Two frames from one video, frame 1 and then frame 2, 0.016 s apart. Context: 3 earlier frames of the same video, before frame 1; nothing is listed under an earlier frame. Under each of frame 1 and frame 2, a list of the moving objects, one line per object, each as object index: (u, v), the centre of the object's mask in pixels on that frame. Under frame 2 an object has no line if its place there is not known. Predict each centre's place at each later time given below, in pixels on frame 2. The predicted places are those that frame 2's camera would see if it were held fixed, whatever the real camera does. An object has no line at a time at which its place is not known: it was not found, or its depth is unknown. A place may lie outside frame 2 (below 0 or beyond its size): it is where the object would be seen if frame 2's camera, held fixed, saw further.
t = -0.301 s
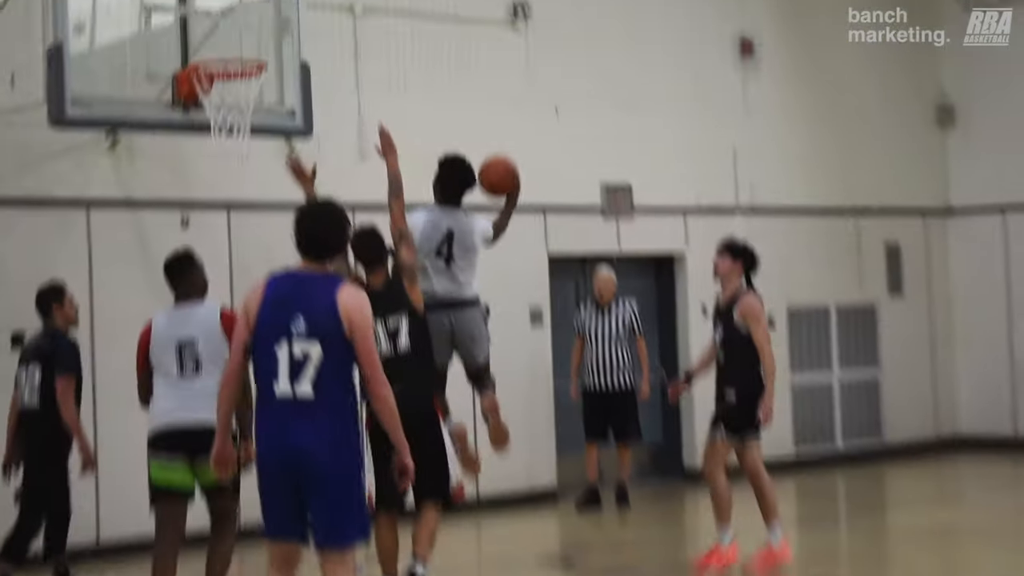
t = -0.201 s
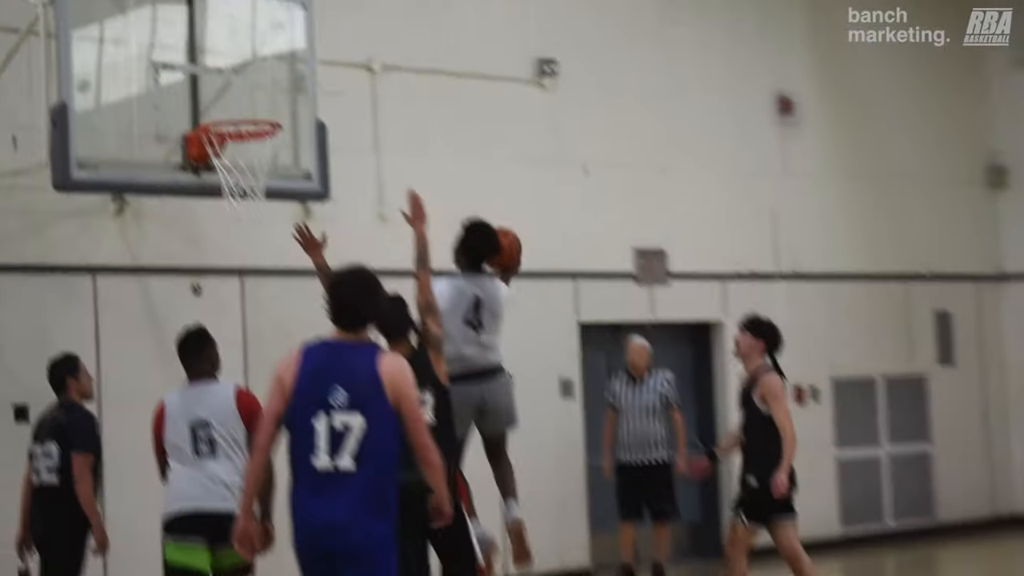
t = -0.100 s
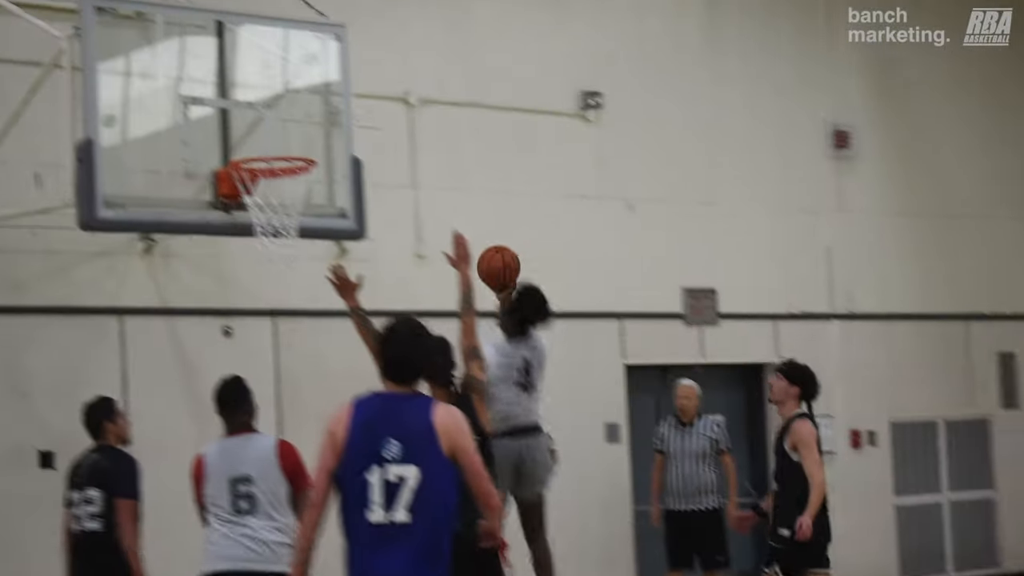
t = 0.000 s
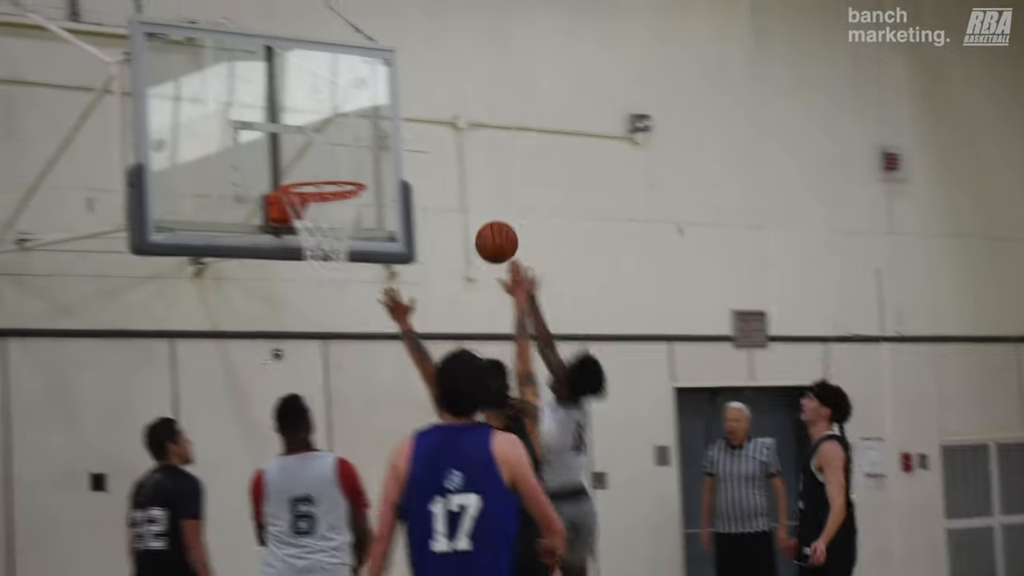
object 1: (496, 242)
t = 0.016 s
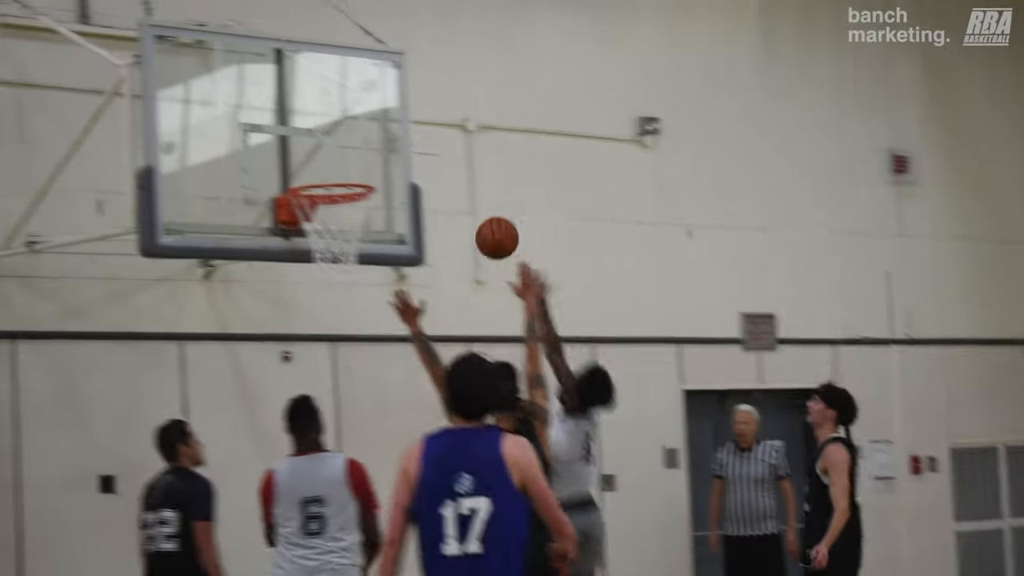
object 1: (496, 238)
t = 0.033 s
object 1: (488, 231)
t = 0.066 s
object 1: (470, 220)
